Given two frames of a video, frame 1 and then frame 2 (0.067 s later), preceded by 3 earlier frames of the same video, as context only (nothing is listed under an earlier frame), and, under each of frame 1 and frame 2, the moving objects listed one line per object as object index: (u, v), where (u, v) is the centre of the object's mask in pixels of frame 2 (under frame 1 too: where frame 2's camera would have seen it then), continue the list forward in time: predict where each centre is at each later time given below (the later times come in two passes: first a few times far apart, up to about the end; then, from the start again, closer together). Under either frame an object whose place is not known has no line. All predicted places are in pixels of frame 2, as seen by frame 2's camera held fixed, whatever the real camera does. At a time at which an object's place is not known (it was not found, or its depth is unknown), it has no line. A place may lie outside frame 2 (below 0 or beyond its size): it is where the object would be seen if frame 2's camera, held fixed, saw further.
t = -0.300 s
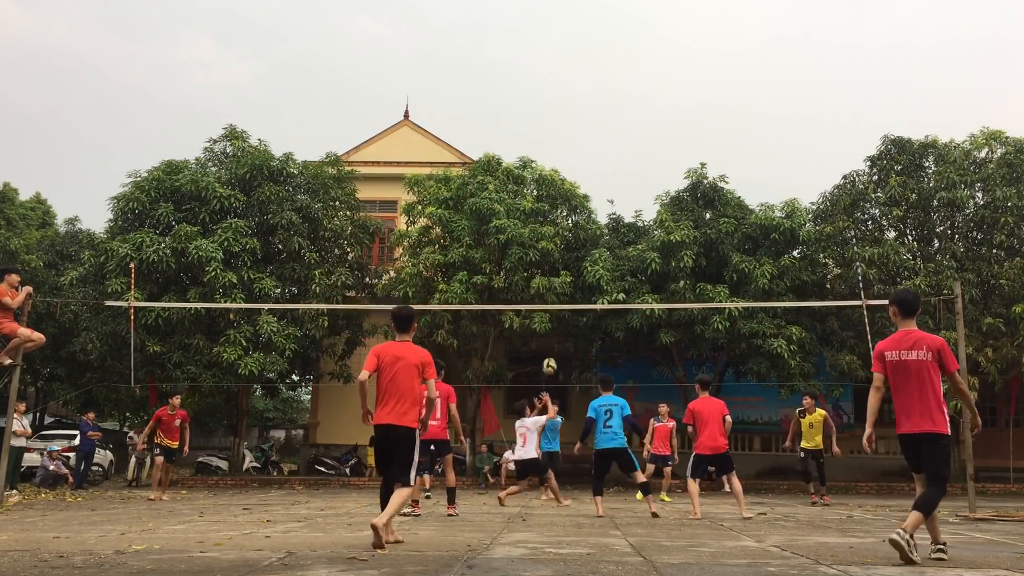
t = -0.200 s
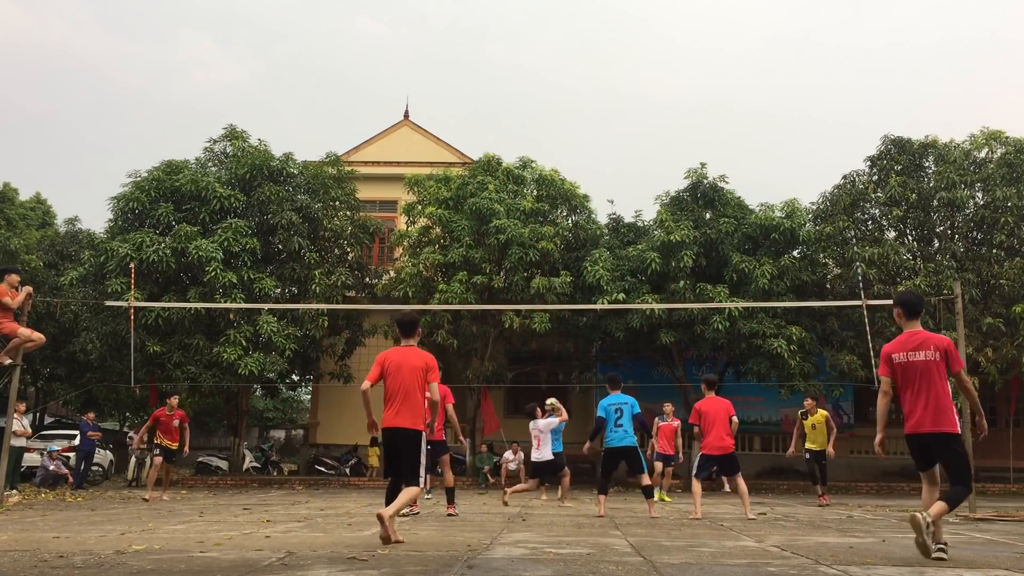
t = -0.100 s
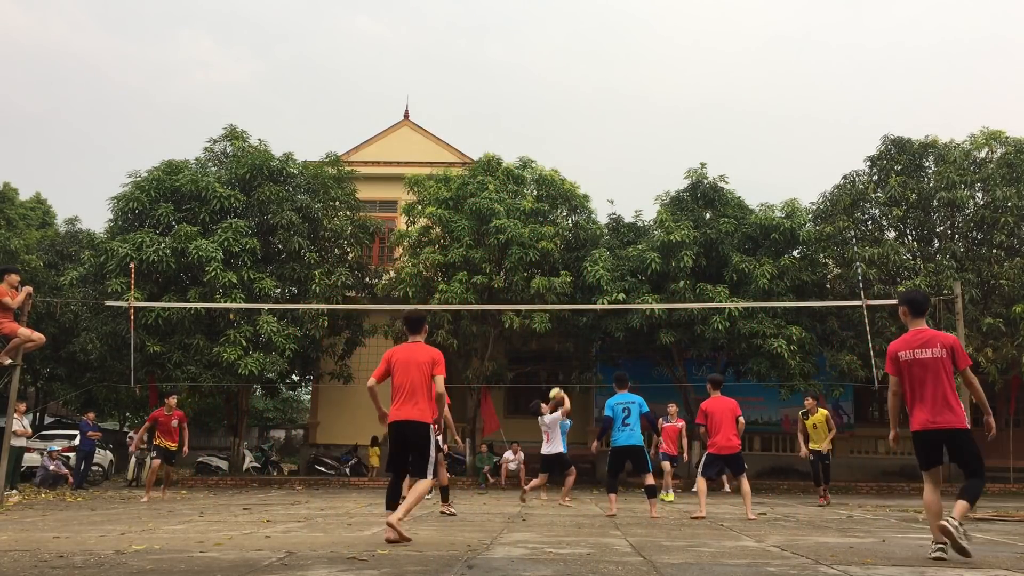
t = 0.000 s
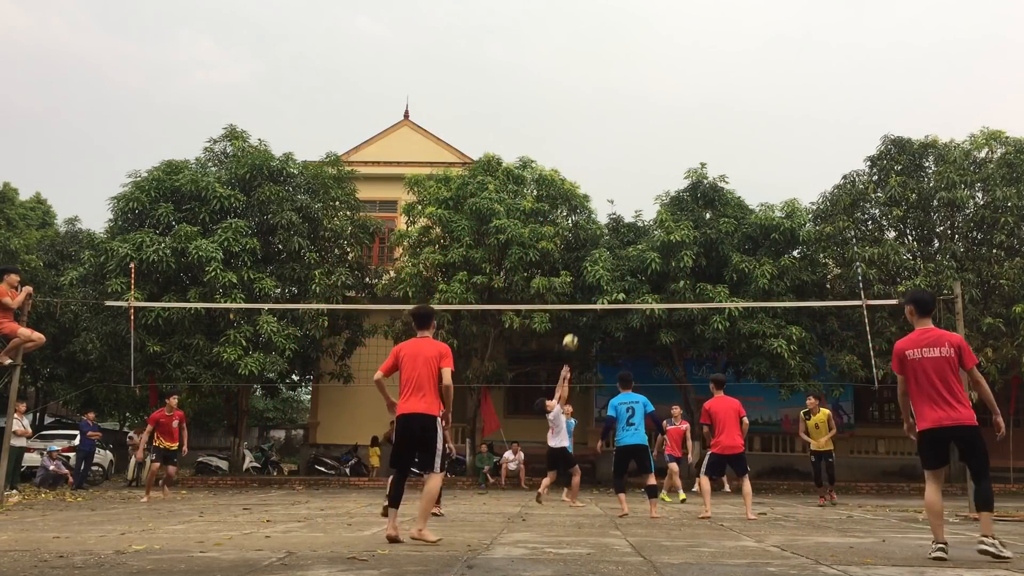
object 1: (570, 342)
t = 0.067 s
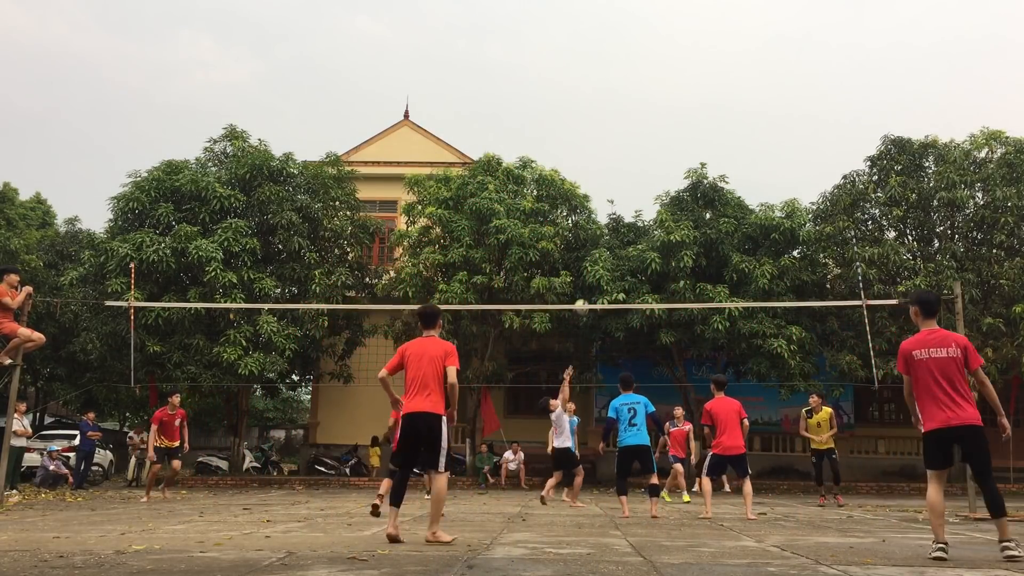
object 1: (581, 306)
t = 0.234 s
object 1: (607, 236)
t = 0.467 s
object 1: (644, 167)
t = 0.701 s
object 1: (681, 135)
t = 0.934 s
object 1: (719, 140)
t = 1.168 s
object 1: (758, 183)
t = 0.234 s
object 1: (607, 236)
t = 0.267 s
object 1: (612, 222)
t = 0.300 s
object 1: (617, 211)
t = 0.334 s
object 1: (623, 202)
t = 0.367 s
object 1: (628, 192)
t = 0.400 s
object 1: (633, 183)
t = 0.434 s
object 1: (638, 175)
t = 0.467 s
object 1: (644, 167)
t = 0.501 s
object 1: (649, 160)
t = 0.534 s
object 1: (654, 154)
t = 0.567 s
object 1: (660, 148)
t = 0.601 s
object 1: (665, 144)
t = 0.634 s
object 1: (671, 140)
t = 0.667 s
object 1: (676, 137)
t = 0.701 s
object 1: (681, 135)
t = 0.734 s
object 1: (687, 133)
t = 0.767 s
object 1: (692, 132)
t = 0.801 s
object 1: (697, 132)
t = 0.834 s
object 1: (703, 133)
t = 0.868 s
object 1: (708, 134)
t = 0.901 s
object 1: (714, 137)
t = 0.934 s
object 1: (719, 140)
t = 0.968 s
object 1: (725, 143)
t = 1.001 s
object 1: (730, 148)
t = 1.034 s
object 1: (736, 153)
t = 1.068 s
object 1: (742, 159)
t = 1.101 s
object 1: (747, 166)
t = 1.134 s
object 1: (753, 174)
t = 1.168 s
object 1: (758, 183)
